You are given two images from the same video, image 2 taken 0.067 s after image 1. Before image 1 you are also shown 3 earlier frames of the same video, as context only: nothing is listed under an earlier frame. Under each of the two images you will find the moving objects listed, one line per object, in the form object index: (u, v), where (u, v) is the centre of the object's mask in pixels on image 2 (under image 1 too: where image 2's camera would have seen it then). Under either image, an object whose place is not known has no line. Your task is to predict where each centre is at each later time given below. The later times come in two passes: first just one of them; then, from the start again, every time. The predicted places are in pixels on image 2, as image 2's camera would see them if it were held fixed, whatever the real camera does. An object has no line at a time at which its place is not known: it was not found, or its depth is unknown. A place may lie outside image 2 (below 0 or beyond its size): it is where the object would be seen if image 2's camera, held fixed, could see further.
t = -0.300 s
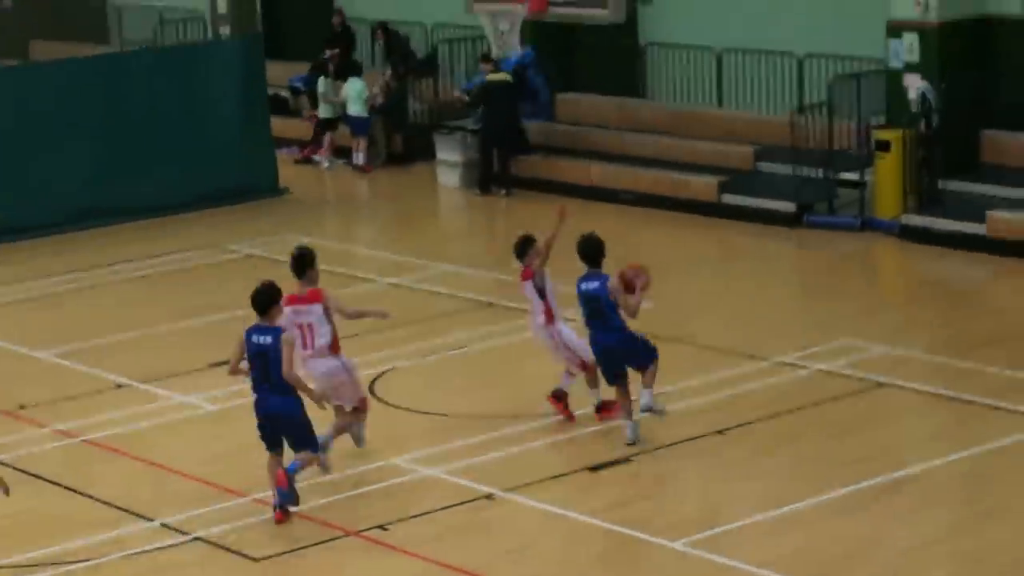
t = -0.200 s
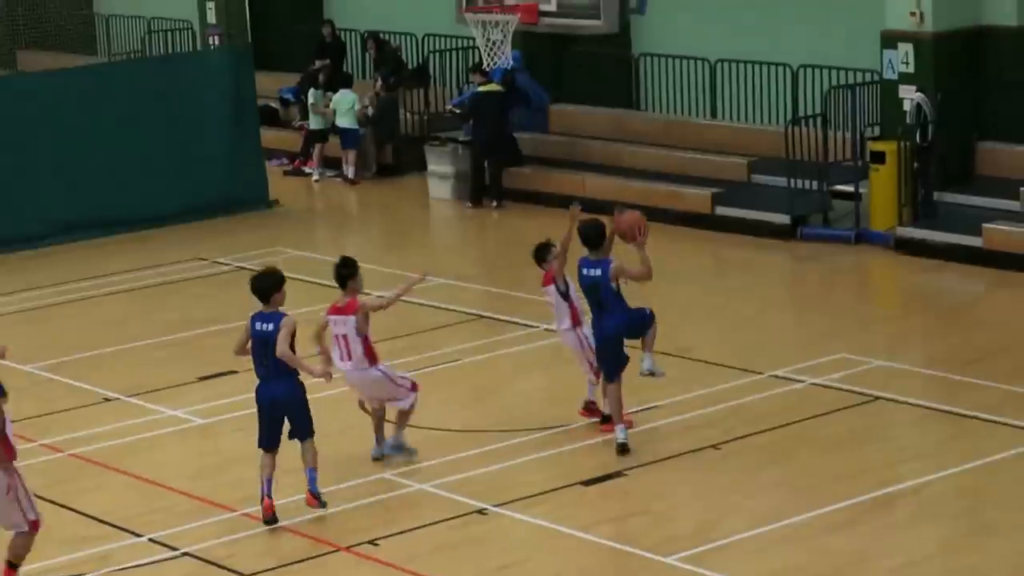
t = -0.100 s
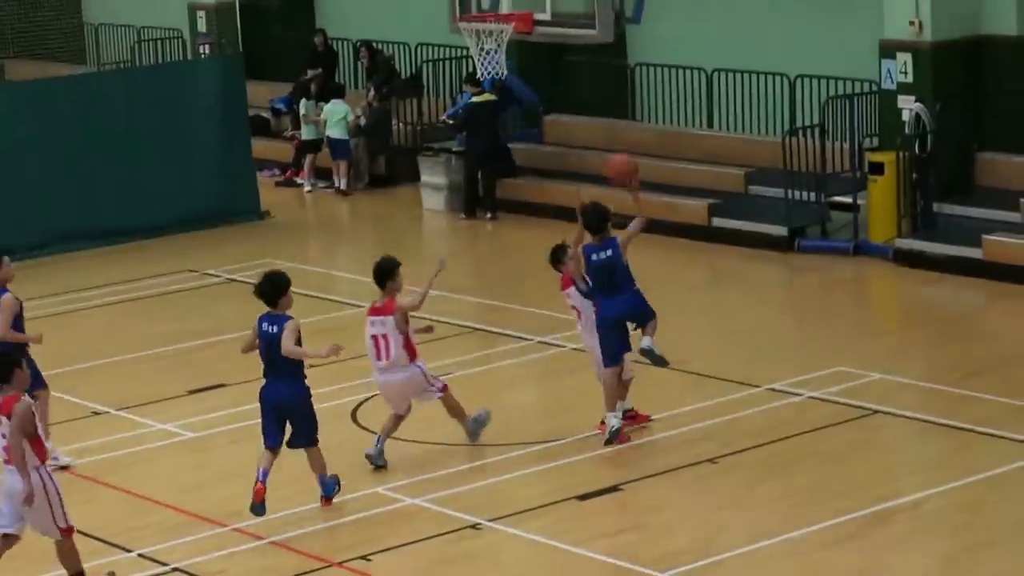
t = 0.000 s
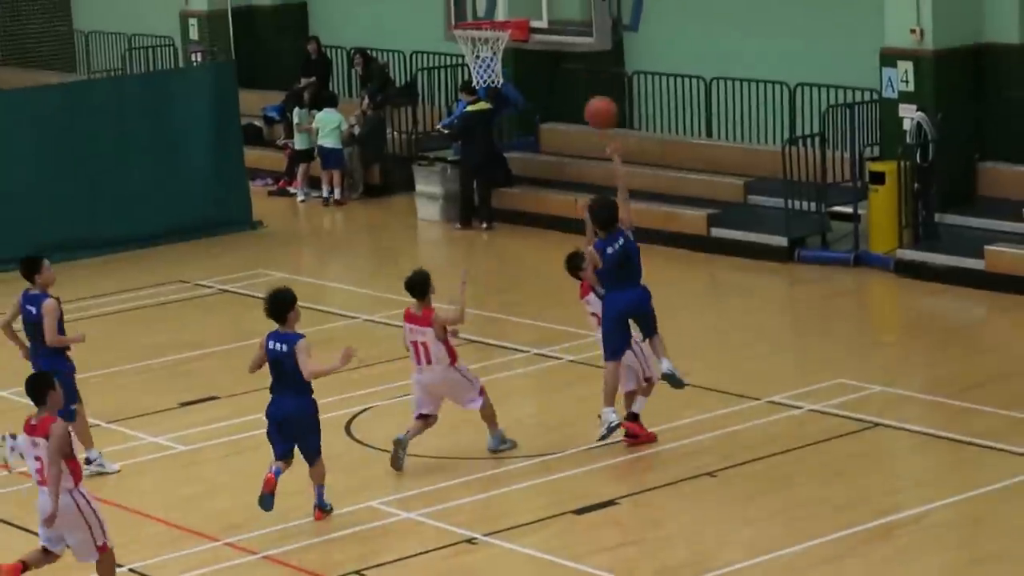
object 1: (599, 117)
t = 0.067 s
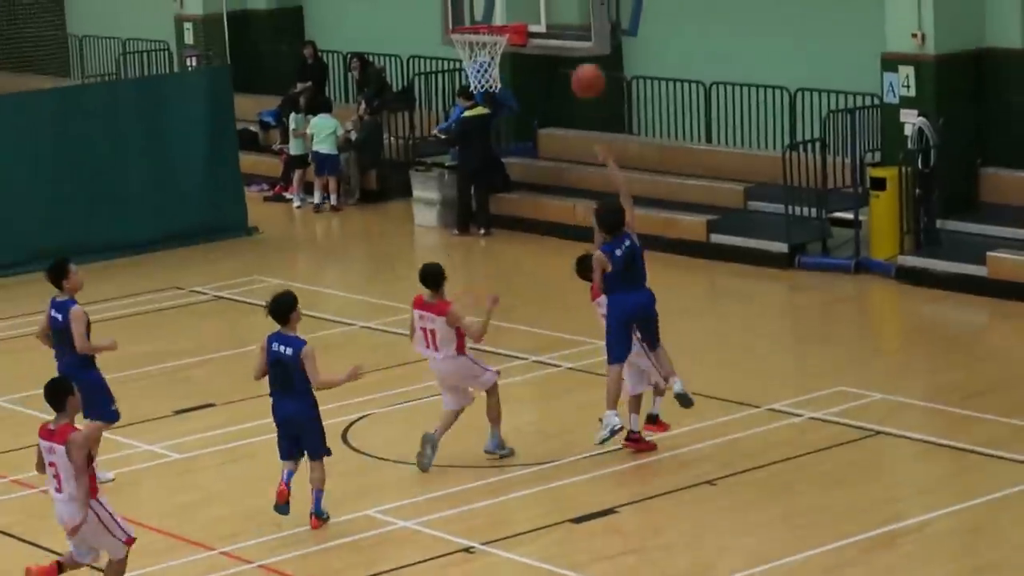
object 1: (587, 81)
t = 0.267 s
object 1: (556, 5)
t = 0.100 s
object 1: (582, 64)
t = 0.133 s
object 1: (577, 50)
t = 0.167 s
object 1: (573, 36)
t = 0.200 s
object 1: (567, 24)
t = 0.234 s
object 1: (562, 14)
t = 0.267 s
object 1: (556, 5)
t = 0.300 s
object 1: (552, 0)
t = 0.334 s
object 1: (547, -3)
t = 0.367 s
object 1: (542, -6)
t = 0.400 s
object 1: (538, -7)
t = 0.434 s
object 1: (533, -8)
